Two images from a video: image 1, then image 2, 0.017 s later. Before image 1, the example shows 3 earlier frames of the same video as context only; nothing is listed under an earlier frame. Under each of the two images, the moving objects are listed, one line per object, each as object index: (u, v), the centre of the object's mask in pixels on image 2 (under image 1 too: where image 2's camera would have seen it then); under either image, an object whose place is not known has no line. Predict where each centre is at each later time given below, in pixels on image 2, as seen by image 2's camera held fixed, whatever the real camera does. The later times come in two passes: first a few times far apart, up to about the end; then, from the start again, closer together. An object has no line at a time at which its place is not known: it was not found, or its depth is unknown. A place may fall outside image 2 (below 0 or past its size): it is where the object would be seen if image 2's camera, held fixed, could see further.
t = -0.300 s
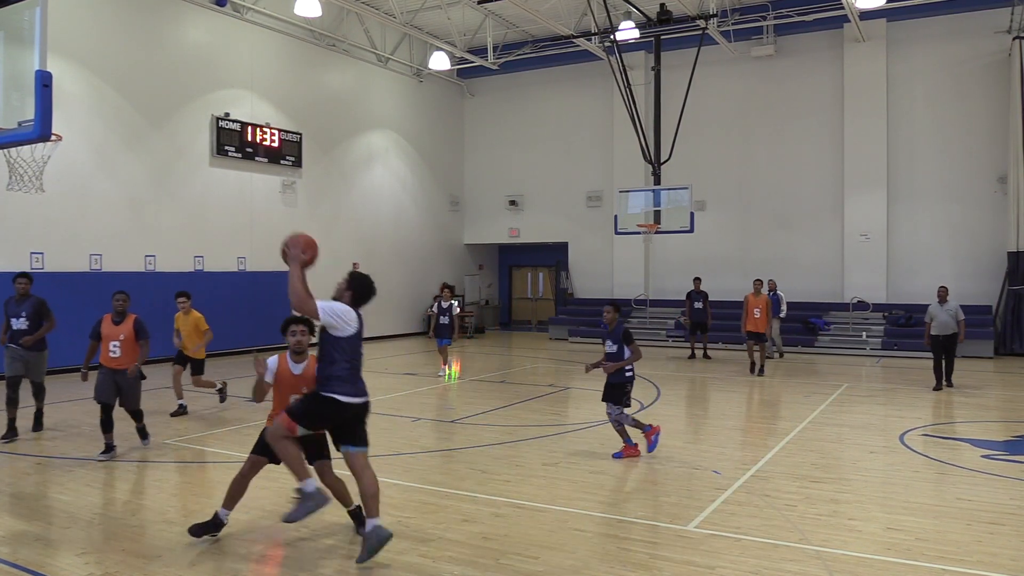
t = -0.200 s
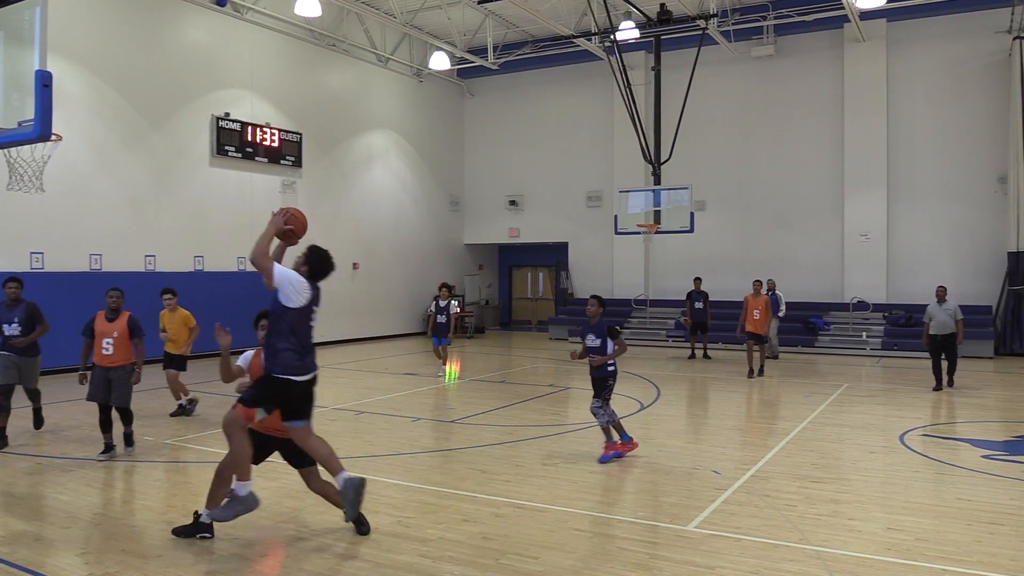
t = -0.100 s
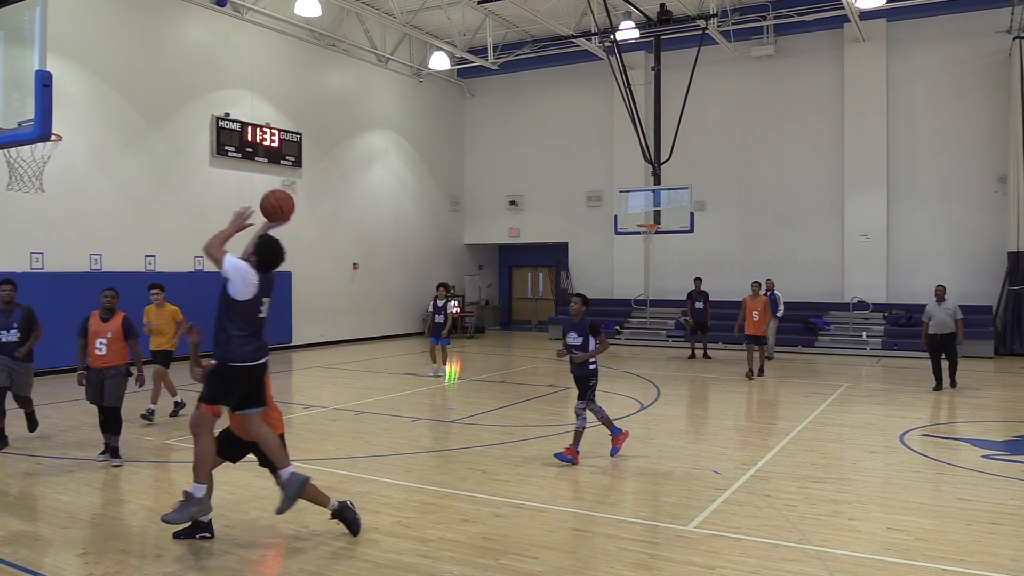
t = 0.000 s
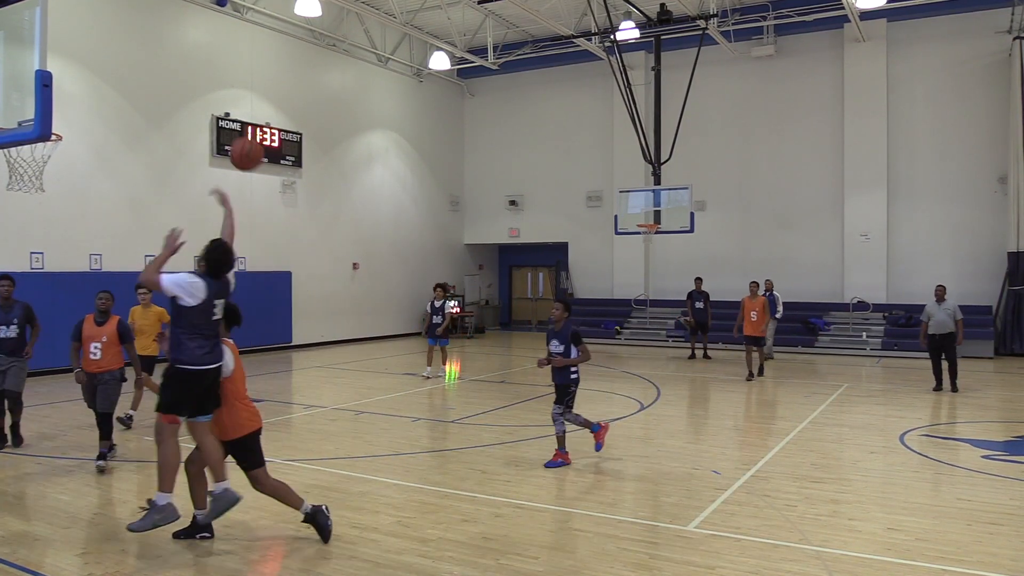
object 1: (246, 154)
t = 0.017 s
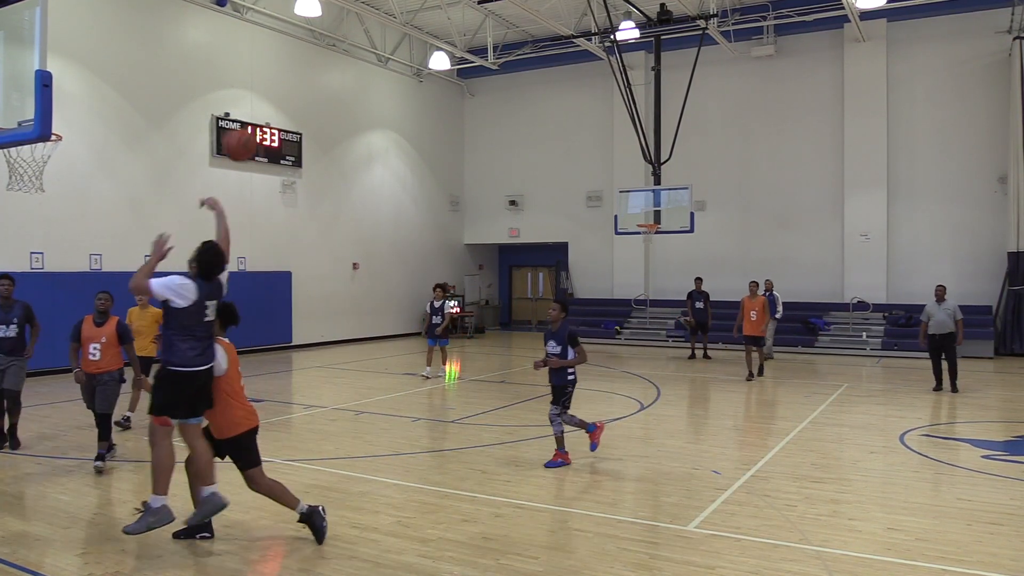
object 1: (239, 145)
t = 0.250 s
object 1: (148, 56)
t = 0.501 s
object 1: (58, 42)
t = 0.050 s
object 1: (227, 128)
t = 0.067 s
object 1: (219, 120)
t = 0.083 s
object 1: (213, 112)
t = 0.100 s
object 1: (206, 105)
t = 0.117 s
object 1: (200, 98)
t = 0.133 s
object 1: (193, 91)
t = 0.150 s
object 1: (187, 85)
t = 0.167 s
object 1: (180, 79)
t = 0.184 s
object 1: (174, 74)
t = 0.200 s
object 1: (167, 69)
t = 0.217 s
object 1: (161, 64)
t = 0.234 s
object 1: (155, 60)
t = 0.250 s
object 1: (148, 56)
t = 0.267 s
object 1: (142, 53)
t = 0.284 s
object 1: (136, 49)
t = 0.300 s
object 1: (129, 46)
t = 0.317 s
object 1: (123, 44)
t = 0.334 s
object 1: (117, 42)
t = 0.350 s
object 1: (110, 40)
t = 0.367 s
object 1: (104, 39)
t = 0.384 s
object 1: (98, 38)
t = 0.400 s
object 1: (91, 37)
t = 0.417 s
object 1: (85, 37)
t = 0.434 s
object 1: (79, 37)
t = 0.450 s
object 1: (72, 38)
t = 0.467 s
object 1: (66, 39)
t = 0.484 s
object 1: (61, 40)
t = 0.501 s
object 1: (58, 42)
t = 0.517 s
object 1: (49, 44)
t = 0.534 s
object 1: (38, 46)
